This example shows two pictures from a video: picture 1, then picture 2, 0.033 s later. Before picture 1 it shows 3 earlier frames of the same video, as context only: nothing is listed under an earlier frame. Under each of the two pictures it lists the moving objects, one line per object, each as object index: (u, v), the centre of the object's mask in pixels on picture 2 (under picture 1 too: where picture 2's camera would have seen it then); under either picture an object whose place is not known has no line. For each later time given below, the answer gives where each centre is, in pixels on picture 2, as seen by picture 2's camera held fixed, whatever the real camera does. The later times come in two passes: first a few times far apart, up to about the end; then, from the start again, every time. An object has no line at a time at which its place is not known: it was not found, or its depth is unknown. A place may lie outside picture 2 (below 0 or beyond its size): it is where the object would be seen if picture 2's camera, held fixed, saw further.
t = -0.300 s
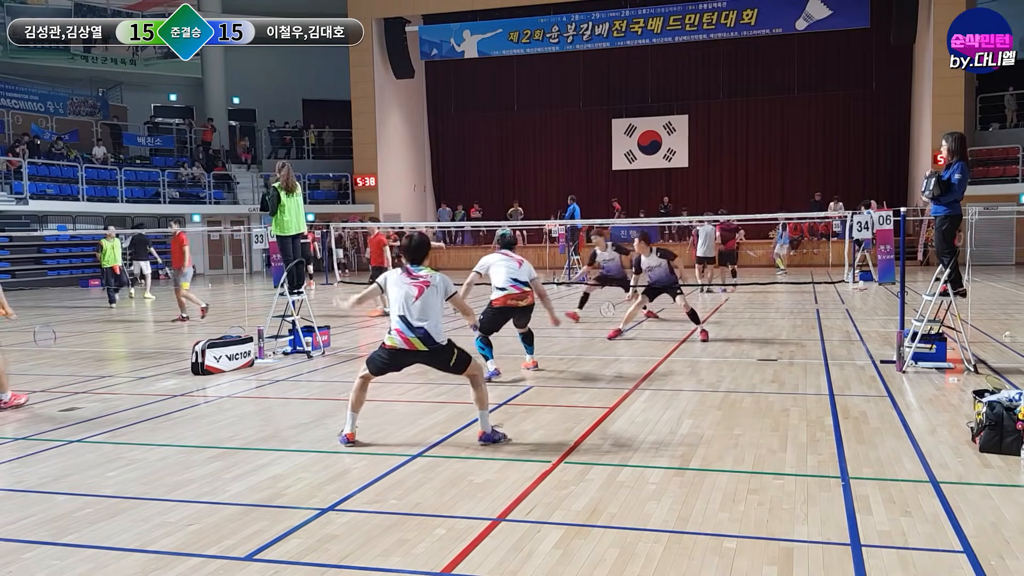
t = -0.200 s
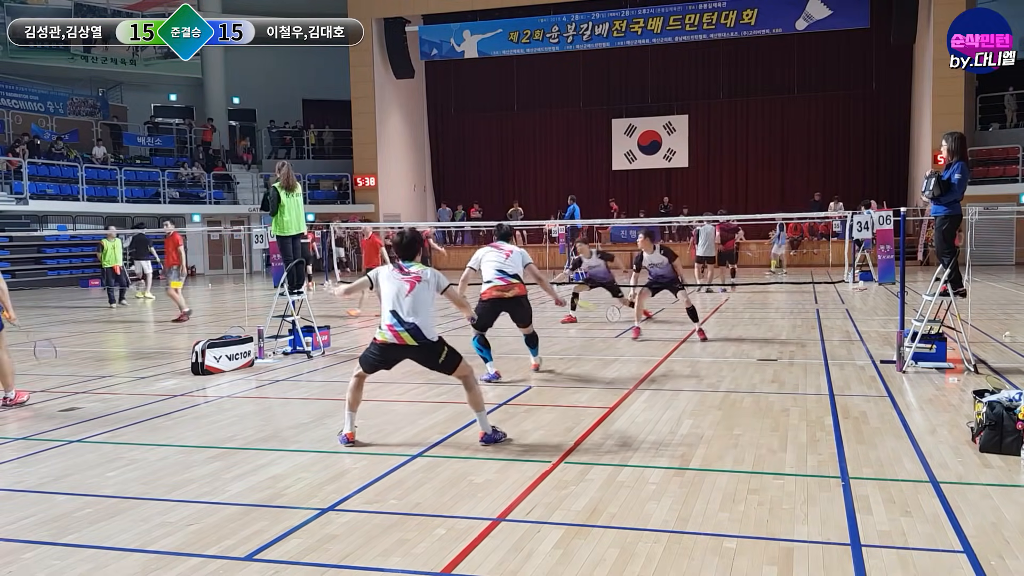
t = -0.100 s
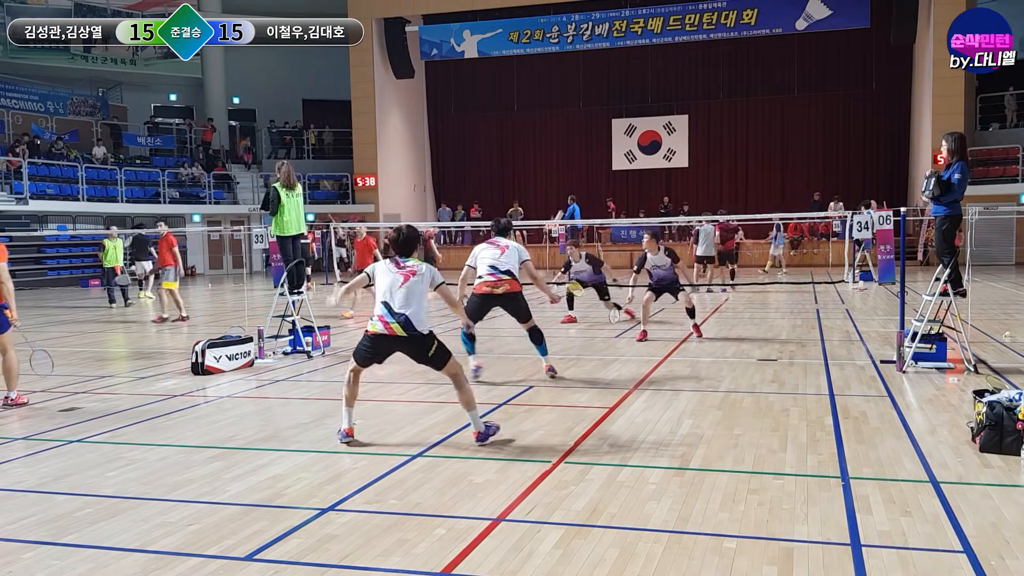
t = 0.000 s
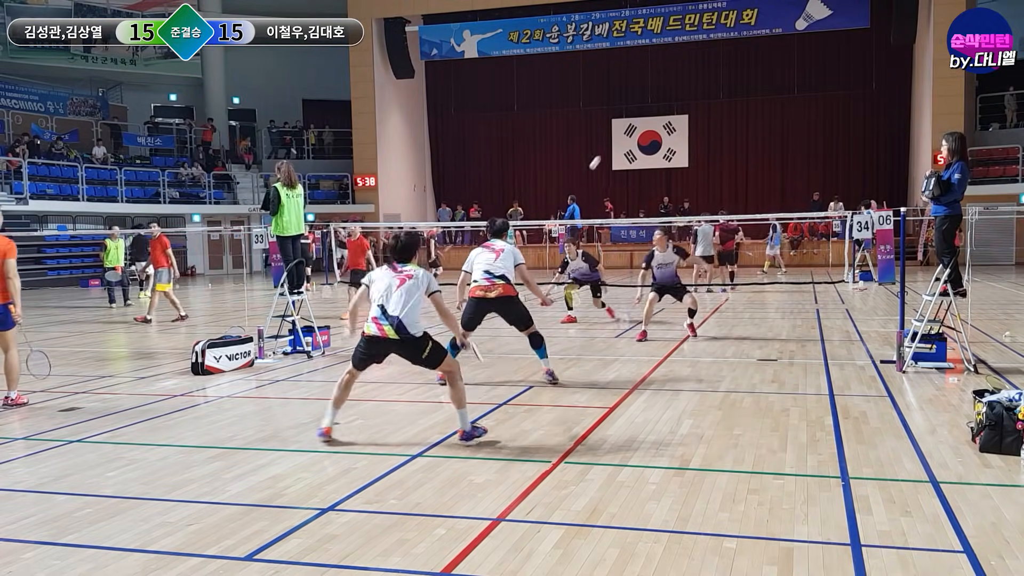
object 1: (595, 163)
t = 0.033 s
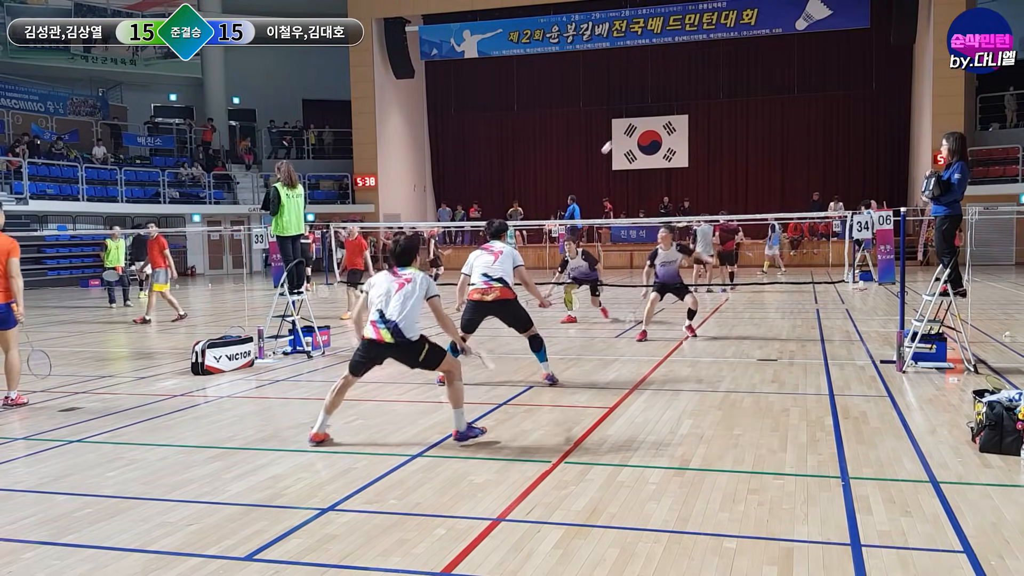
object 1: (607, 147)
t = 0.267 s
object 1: (686, 76)
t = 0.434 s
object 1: (741, 67)
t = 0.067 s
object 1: (618, 133)
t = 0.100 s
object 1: (630, 120)
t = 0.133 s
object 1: (641, 109)
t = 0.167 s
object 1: (652, 99)
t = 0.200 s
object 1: (664, 90)
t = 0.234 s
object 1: (675, 82)
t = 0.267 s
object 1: (686, 76)
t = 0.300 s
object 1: (697, 72)
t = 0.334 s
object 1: (708, 68)
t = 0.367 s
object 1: (719, 66)
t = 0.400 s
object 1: (730, 66)
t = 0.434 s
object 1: (741, 67)
